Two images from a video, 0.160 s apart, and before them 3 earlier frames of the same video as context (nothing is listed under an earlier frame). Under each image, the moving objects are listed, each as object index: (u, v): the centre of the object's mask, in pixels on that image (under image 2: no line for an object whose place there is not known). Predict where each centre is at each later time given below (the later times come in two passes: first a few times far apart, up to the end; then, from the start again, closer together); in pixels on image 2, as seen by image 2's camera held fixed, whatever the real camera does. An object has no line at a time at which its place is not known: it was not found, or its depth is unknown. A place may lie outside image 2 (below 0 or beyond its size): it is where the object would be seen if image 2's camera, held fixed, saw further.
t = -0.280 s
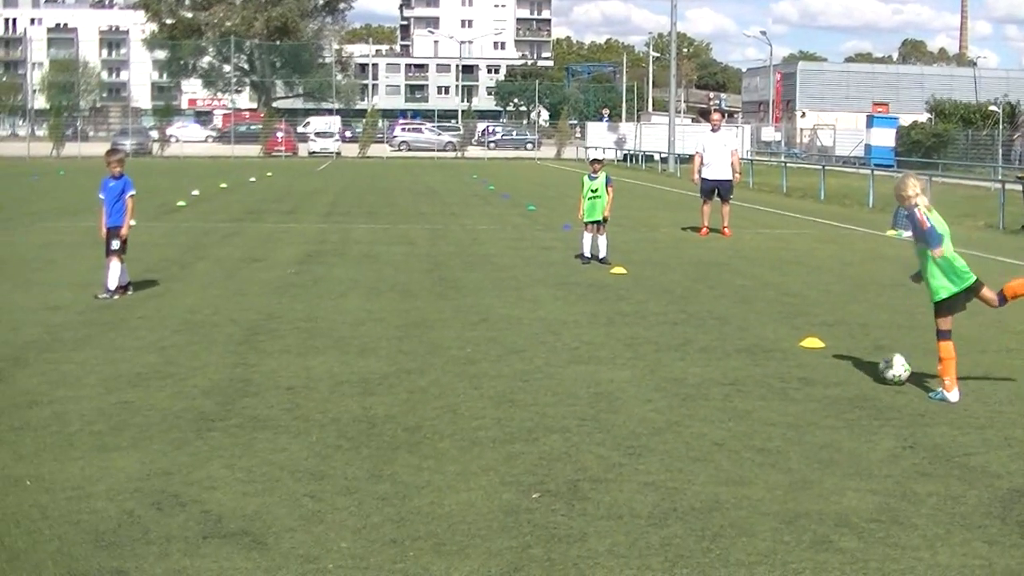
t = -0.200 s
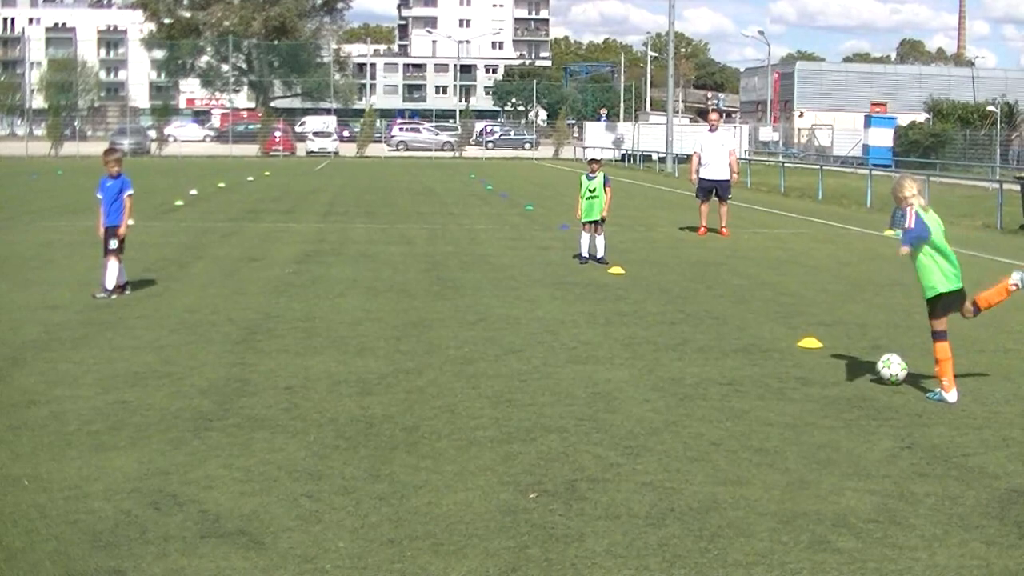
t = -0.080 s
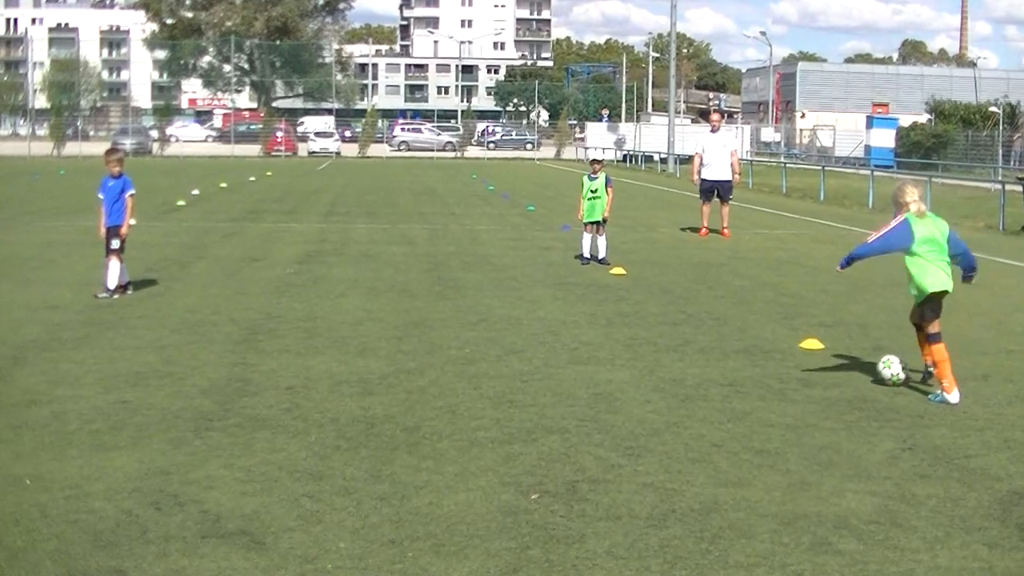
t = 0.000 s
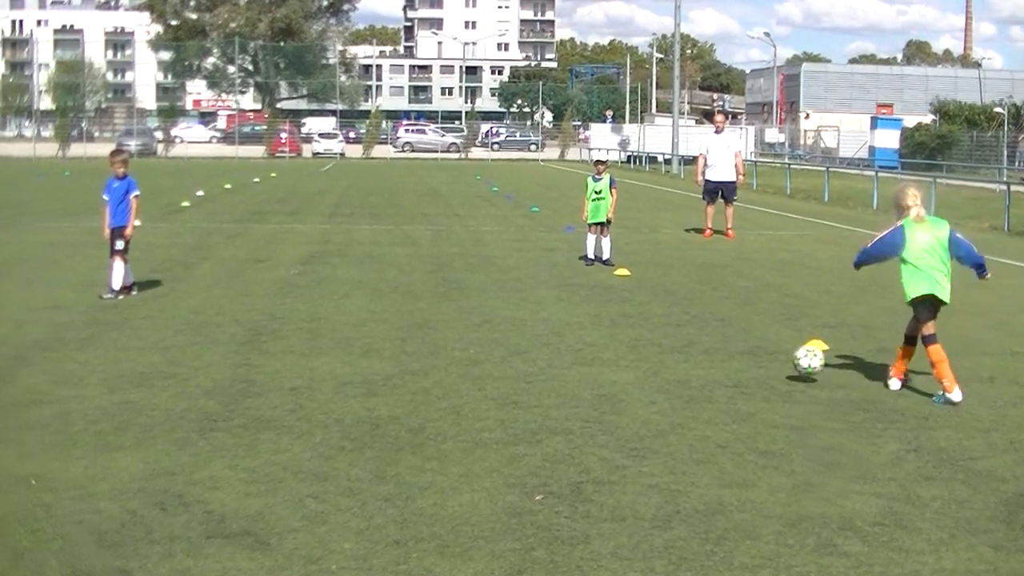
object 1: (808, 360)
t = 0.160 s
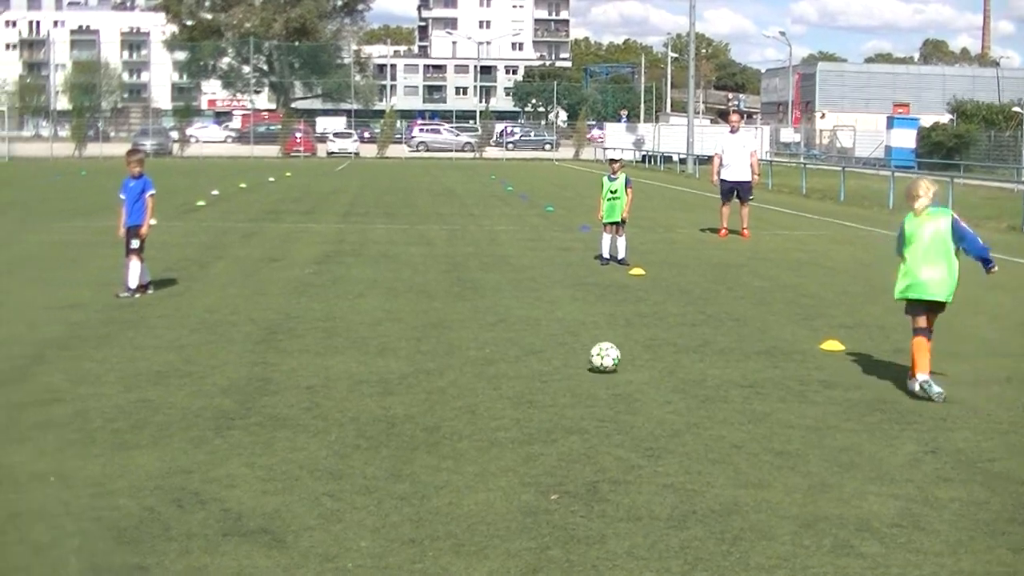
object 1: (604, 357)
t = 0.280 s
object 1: (474, 343)
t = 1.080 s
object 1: (-84, 333)
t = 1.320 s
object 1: (-223, 331)
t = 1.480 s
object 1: (-311, 331)
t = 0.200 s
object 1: (560, 350)
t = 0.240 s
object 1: (517, 345)
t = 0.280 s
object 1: (474, 343)
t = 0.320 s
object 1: (432, 344)
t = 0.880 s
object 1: (30, 336)
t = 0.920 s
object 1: (8, 335)
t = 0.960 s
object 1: (-13, 332)
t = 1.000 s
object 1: (-37, 332)
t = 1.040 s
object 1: (-61, 336)
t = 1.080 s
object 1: (-84, 333)
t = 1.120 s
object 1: (-106, 330)
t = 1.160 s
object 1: (-130, 330)
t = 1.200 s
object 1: (-154, 334)
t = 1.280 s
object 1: (-200, 330)
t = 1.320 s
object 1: (-223, 331)
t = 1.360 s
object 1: (-246, 333)
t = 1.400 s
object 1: (-268, 331)
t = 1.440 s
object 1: (-290, 329)
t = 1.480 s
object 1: (-311, 331)
